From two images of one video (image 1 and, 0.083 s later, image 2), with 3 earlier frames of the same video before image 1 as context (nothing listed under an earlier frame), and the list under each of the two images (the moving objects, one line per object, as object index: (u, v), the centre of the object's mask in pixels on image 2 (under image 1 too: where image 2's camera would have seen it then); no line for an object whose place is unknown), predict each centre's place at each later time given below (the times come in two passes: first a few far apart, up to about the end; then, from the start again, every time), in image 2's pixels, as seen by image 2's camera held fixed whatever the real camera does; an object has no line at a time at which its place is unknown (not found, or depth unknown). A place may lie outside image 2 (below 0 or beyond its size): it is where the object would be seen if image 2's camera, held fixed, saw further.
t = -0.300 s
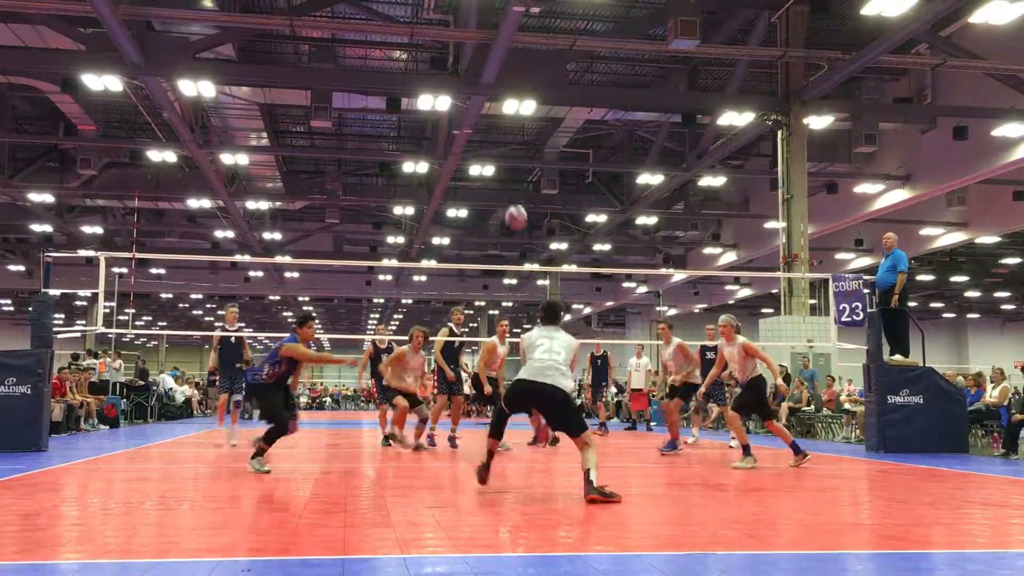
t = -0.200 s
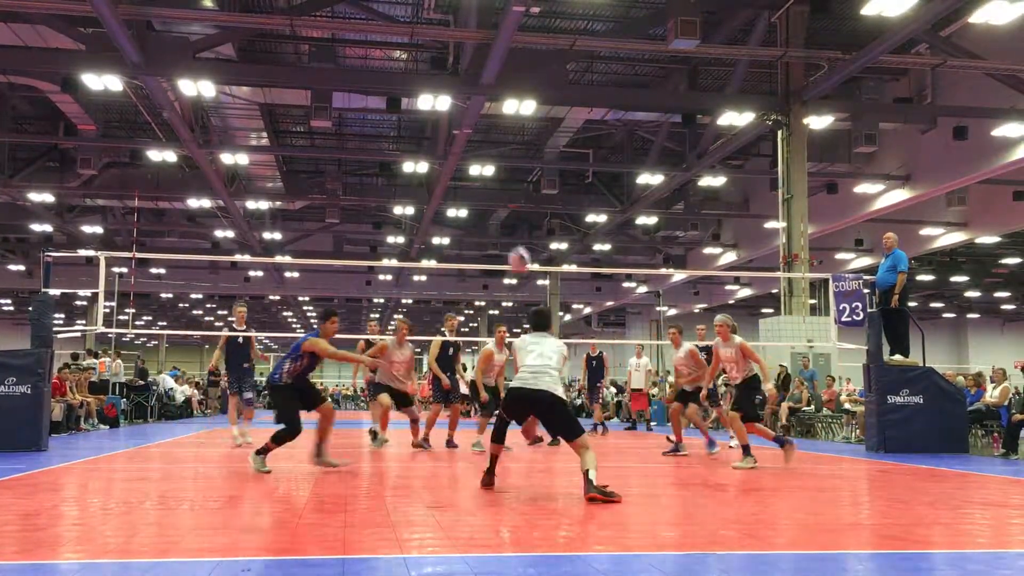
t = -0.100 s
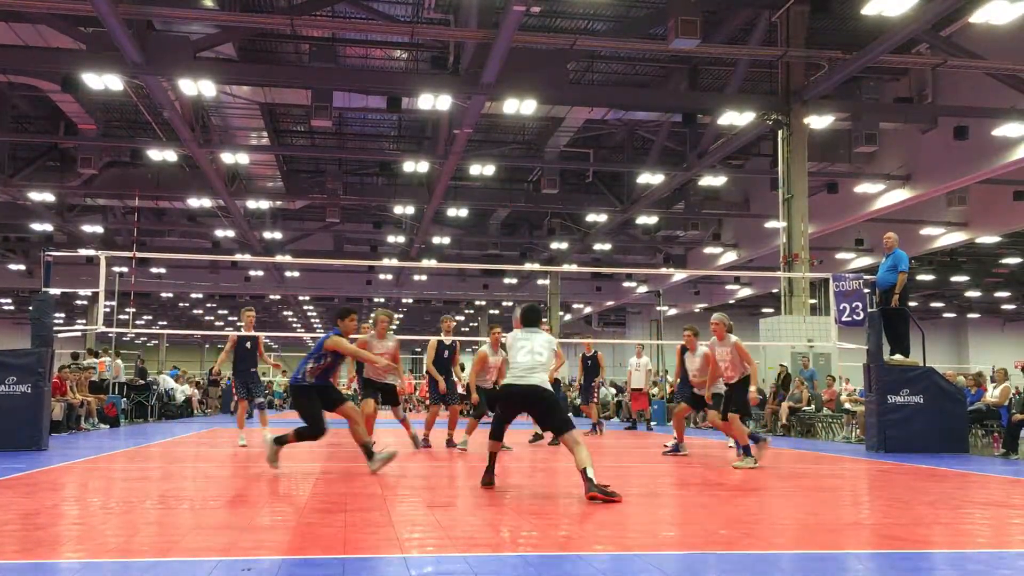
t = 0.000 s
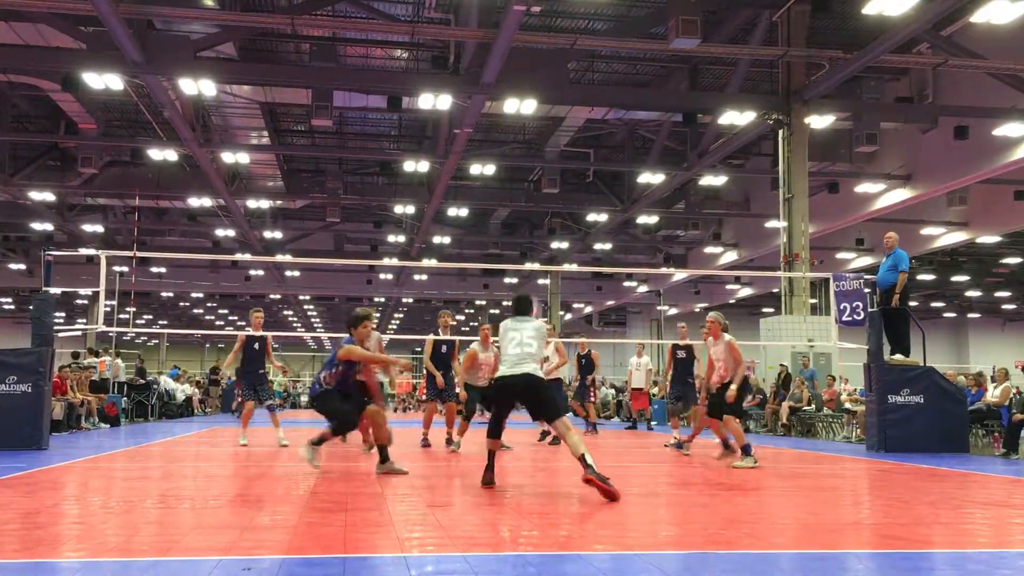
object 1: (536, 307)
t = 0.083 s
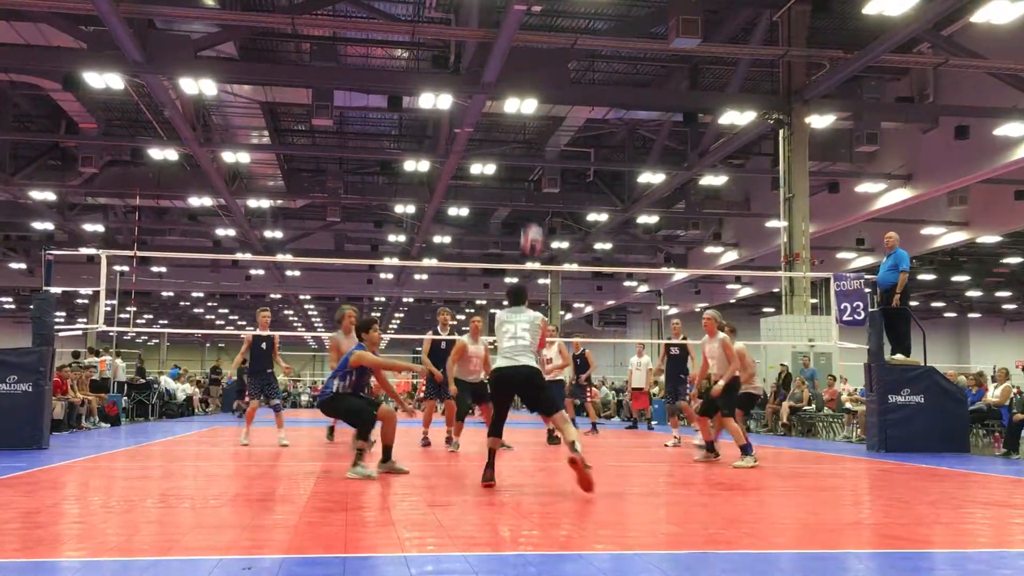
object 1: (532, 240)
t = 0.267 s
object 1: (535, 124)
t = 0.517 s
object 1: (539, 38)
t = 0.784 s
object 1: (542, 20)
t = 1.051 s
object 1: (546, 64)
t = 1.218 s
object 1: (546, 116)
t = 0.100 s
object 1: (533, 226)
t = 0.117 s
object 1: (532, 215)
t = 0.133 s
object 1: (533, 203)
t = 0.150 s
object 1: (533, 190)
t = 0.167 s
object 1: (533, 179)
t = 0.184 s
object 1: (534, 172)
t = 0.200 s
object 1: (534, 158)
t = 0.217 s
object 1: (534, 148)
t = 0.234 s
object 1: (535, 140)
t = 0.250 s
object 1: (535, 131)
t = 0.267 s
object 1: (535, 124)
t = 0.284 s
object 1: (536, 119)
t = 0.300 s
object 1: (536, 106)
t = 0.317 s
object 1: (538, 97)
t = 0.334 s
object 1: (537, 90)
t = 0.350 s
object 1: (536, 84)
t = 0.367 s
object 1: (536, 80)
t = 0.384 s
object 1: (536, 73)
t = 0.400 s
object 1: (537, 67)
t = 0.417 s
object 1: (537, 62)
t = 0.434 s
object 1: (538, 57)
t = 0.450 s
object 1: (538, 53)
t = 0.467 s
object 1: (538, 49)
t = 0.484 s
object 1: (538, 45)
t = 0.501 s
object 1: (538, 41)
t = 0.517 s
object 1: (539, 38)
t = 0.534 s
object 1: (539, 34)
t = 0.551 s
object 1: (540, 32)
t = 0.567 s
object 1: (540, 27)
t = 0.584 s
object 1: (540, 26)
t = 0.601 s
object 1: (540, 24)
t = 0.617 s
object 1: (541, 22)
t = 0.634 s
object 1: (541, 21)
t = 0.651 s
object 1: (541, 20)
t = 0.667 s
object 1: (541, 19)
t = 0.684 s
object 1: (542, 19)
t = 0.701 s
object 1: (542, 18)
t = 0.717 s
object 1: (542, 18)
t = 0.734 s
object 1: (541, 18)
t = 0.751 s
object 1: (542, 18)
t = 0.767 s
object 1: (542, 19)
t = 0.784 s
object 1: (542, 20)
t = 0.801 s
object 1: (543, 21)
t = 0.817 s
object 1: (543, 22)
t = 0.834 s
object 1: (543, 24)
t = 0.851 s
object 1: (543, 25)
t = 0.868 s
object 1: (544, 26)
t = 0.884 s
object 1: (544, 29)
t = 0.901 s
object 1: (544, 32)
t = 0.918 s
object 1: (544, 35)
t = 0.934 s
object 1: (544, 38)
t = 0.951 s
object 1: (544, 41)
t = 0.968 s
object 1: (545, 44)
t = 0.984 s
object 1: (545, 48)
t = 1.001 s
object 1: (545, 52)
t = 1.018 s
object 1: (545, 55)
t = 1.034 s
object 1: (545, 59)
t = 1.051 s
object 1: (546, 64)
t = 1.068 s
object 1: (546, 69)
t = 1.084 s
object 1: (546, 73)
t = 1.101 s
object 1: (546, 78)
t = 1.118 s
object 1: (546, 83)
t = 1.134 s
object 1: (546, 88)
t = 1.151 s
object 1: (546, 92)
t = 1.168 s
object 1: (547, 98)
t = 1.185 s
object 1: (547, 101)
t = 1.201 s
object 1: (546, 112)
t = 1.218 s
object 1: (546, 116)
